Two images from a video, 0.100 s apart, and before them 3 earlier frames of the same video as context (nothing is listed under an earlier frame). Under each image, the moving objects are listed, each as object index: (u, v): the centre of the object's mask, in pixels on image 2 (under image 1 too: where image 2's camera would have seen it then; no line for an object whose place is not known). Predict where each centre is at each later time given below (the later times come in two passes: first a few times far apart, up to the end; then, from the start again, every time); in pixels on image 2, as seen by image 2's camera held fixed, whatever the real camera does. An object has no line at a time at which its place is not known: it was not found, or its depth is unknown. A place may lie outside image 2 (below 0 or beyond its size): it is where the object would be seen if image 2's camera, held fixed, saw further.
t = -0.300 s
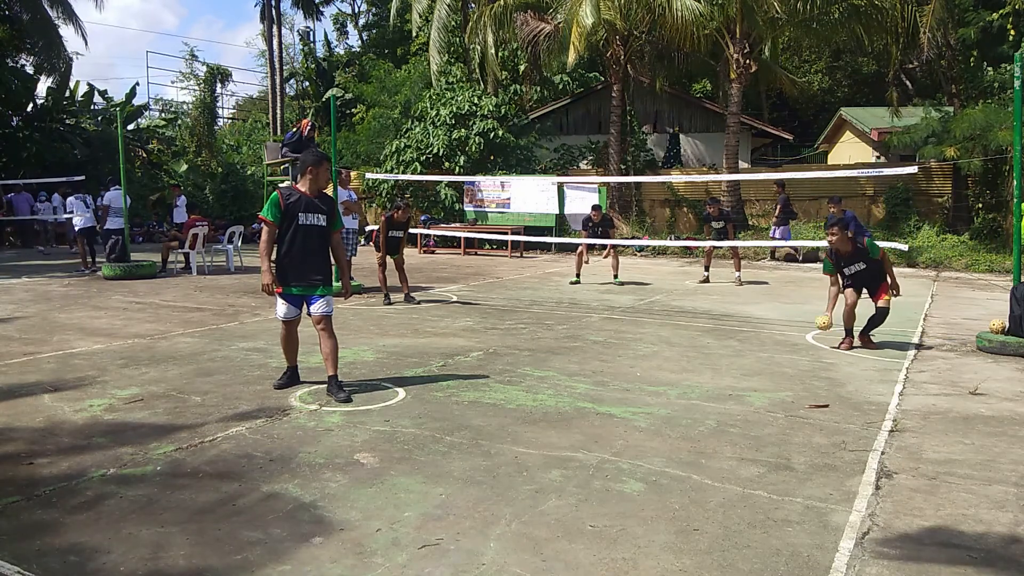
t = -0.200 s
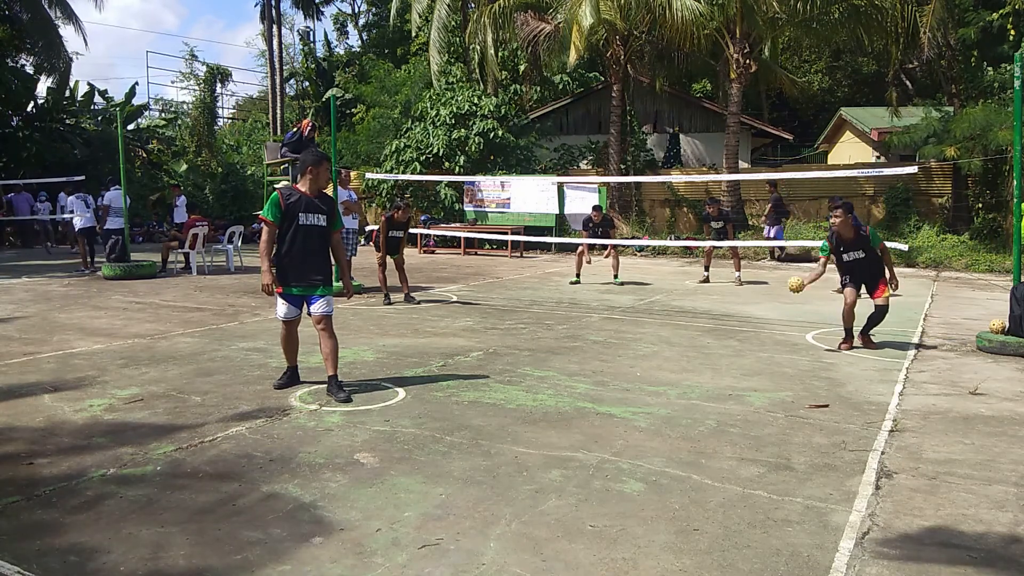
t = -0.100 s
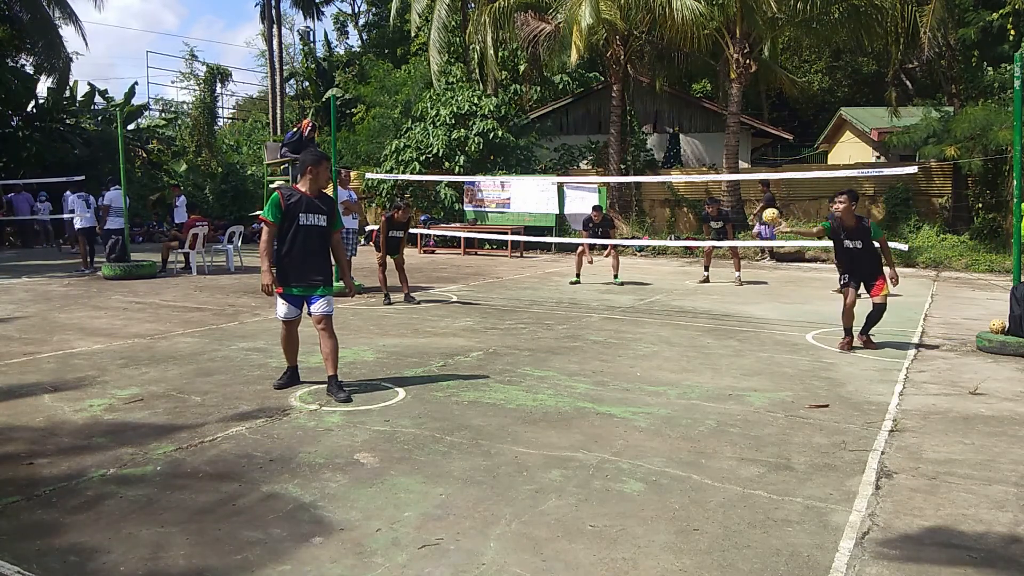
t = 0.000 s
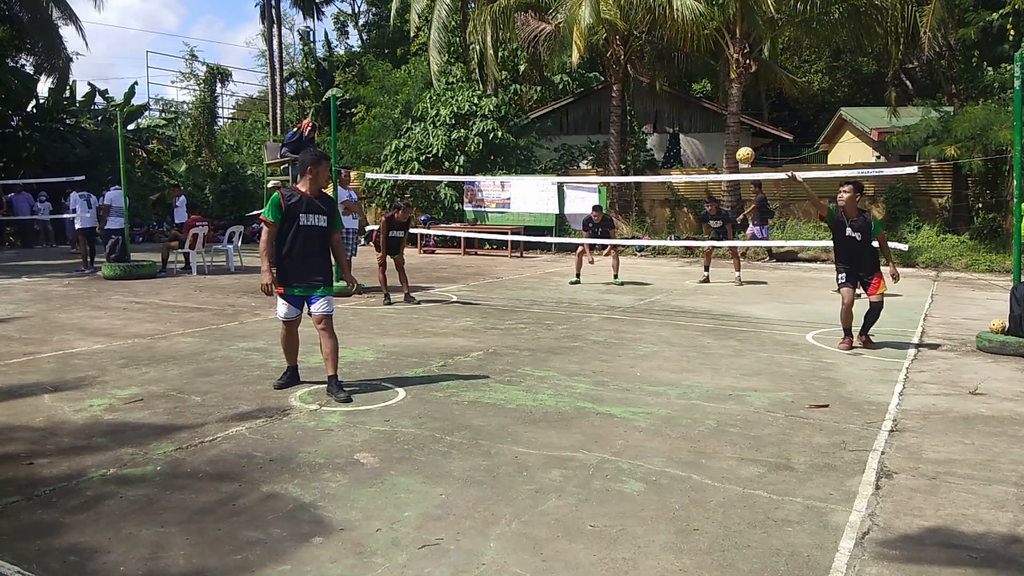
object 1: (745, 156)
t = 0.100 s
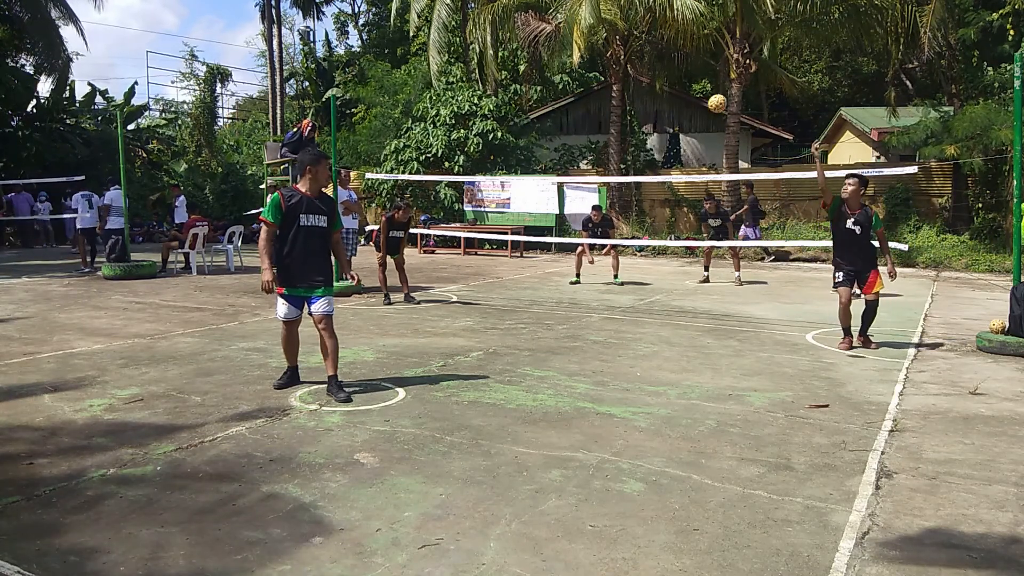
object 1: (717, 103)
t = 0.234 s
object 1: (676, 50)
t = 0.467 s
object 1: (593, 8)
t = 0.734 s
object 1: (484, 64)
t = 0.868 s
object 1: (422, 140)
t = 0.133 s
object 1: (708, 88)
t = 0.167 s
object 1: (697, 74)
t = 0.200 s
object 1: (687, 61)
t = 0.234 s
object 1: (676, 50)
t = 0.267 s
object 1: (666, 39)
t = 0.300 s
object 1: (654, 30)
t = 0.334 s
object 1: (642, 23)
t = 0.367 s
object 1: (631, 16)
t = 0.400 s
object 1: (619, 12)
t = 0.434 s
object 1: (606, 9)
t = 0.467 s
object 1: (593, 8)
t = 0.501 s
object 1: (580, 9)
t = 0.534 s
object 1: (567, 10)
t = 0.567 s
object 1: (554, 14)
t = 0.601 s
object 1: (540, 19)
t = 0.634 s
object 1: (526, 27)
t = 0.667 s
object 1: (512, 38)
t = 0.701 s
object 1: (498, 50)
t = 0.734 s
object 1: (484, 64)
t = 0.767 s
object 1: (469, 79)
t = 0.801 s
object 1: (454, 98)
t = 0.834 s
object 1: (437, 118)
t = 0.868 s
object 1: (422, 140)
